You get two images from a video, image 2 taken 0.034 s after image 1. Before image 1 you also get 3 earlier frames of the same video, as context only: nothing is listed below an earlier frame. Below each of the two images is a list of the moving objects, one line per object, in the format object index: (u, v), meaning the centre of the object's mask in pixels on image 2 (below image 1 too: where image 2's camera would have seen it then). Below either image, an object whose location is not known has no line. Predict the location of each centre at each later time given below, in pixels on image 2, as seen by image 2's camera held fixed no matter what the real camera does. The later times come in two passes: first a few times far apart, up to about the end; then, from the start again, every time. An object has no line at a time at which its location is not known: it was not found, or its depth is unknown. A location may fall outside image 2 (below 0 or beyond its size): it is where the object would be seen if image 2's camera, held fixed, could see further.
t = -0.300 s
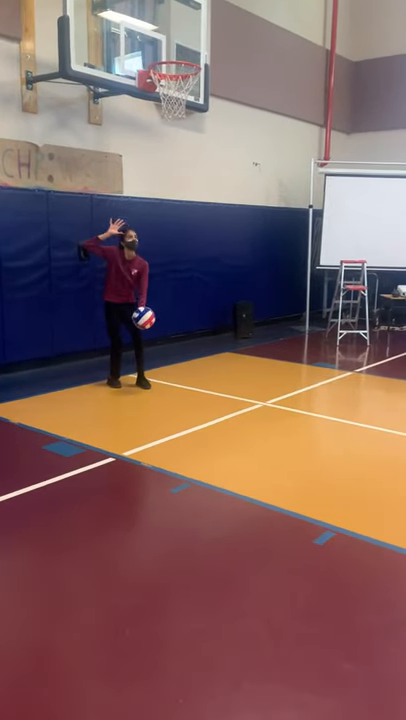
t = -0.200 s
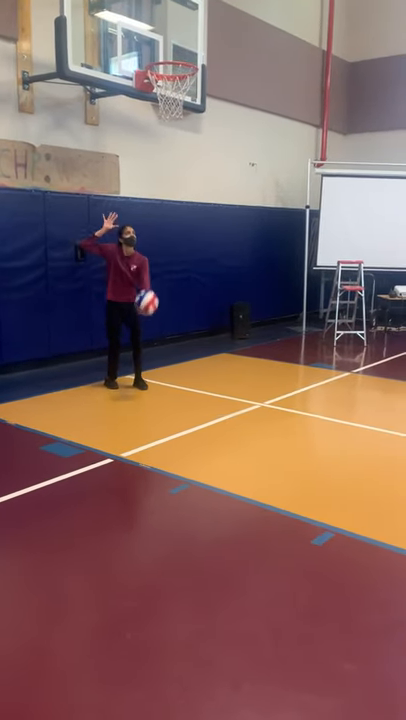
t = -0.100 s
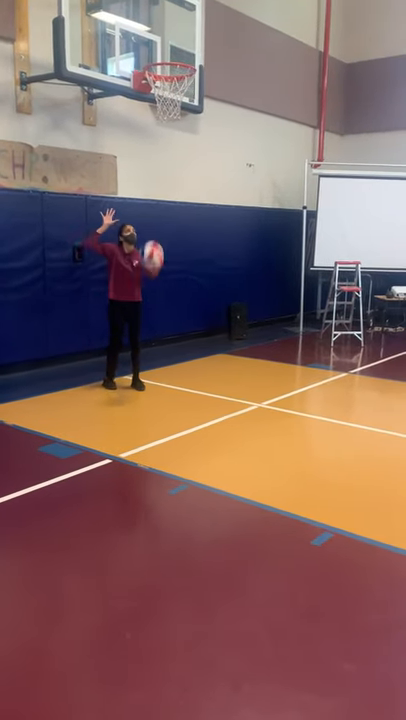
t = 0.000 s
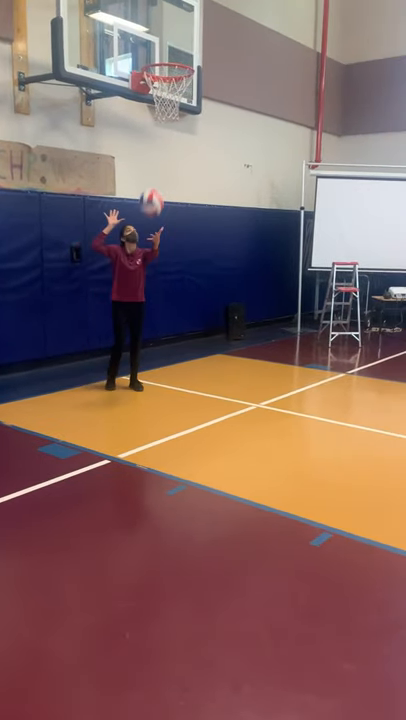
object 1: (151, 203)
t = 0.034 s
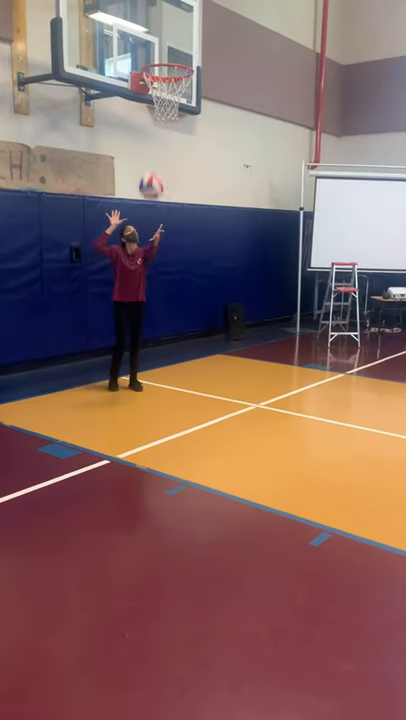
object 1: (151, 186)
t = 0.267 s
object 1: (156, 111)
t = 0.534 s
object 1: (161, 107)
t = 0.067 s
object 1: (152, 172)
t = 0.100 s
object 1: (152, 158)
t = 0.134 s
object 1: (153, 146)
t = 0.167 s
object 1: (154, 135)
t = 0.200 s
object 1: (154, 126)
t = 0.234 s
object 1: (154, 118)
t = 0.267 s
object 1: (156, 111)
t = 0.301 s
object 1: (156, 106)
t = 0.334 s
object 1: (157, 102)
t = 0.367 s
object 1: (158, 100)
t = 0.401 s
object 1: (158, 99)
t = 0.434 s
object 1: (159, 99)
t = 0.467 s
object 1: (160, 99)
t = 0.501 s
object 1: (160, 102)
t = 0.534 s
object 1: (161, 107)
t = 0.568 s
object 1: (162, 113)
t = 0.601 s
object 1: (162, 120)
